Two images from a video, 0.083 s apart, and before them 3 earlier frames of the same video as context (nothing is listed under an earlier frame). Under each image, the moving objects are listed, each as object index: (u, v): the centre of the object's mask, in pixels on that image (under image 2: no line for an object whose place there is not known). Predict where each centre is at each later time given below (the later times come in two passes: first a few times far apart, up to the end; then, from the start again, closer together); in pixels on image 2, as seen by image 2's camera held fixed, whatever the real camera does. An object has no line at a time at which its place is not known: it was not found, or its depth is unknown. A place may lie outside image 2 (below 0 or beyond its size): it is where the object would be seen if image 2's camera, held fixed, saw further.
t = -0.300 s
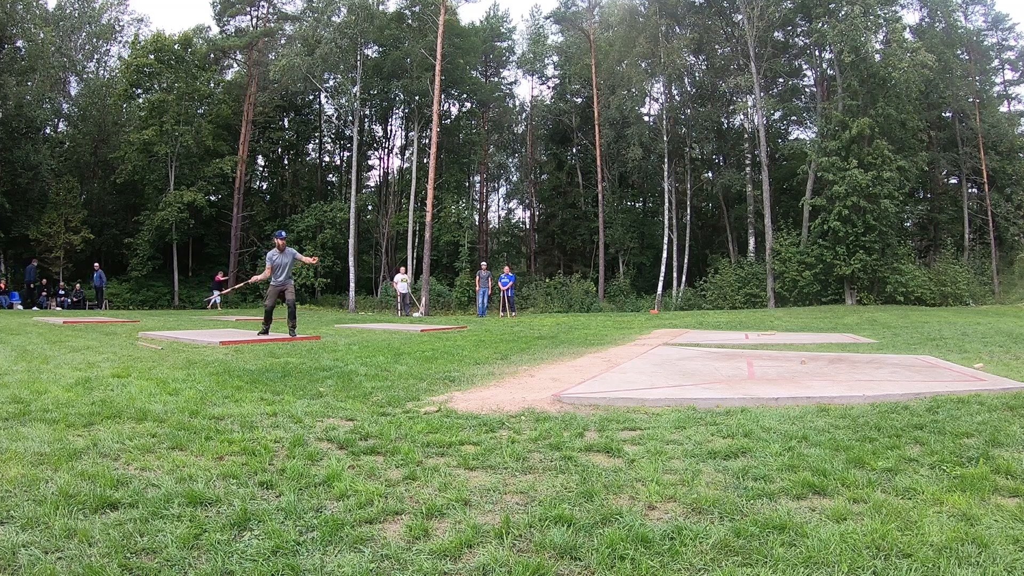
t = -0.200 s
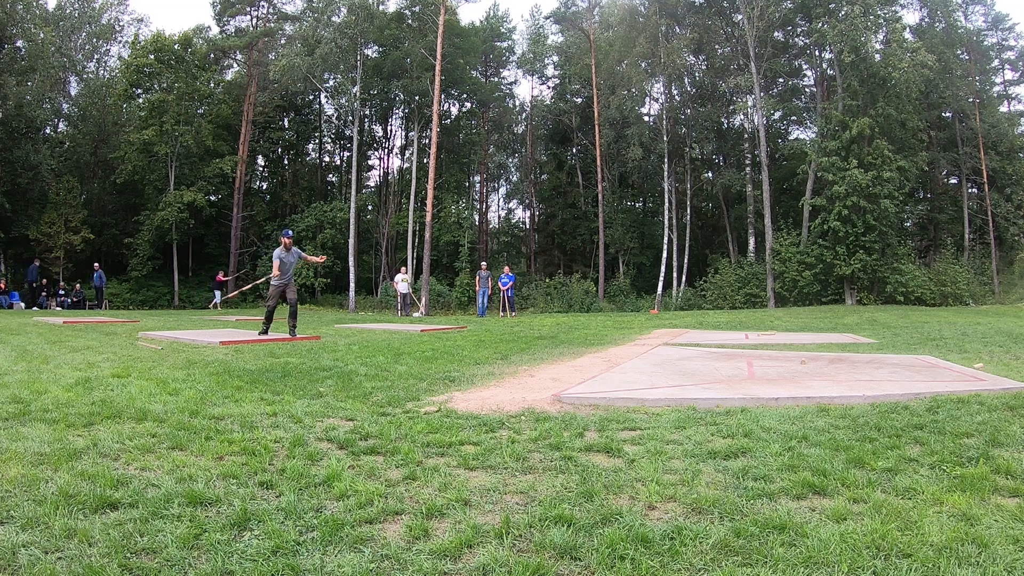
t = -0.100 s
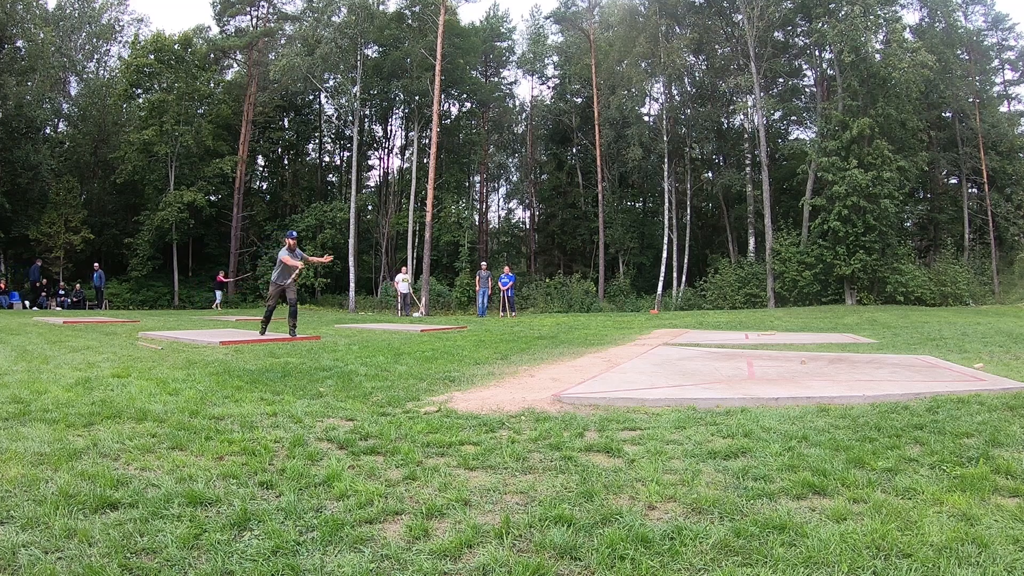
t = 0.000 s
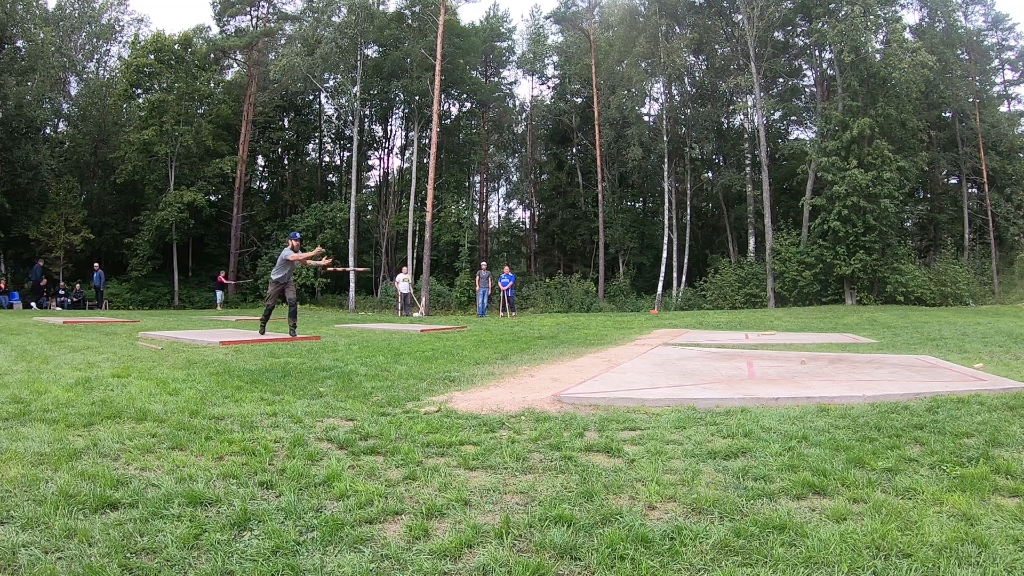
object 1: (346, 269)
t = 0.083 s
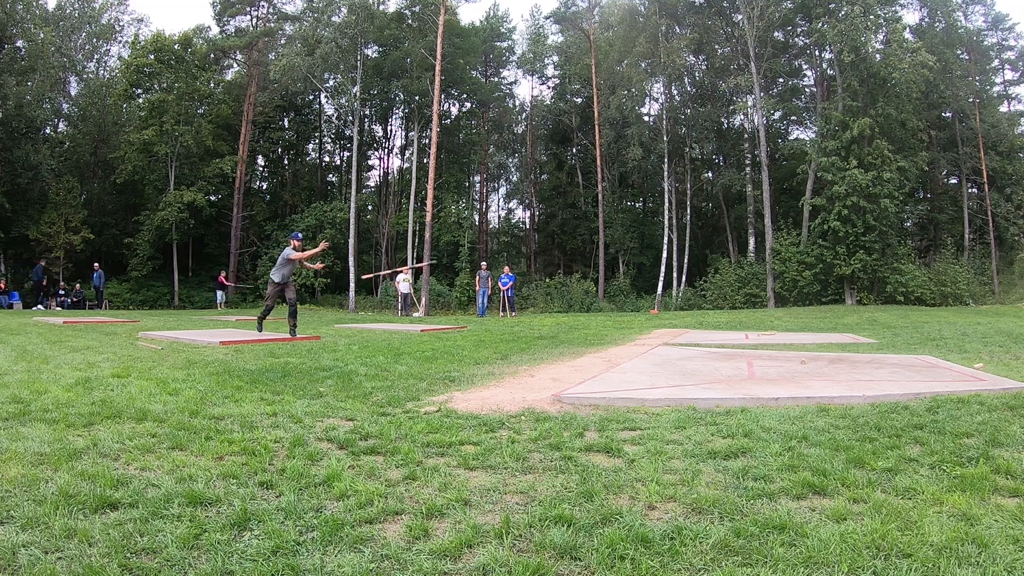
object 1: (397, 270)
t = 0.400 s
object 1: (639, 324)
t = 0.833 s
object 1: (910, 355)
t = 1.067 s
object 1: (989, 351)
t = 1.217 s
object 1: (1005, 349)
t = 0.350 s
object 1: (602, 311)
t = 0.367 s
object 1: (616, 316)
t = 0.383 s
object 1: (630, 321)
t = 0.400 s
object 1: (639, 324)
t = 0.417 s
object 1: (655, 331)
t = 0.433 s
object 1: (669, 336)
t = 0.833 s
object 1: (910, 355)
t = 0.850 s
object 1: (918, 354)
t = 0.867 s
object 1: (925, 354)
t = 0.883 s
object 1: (932, 354)
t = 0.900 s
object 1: (940, 354)
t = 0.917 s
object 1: (946, 355)
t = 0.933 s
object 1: (953, 355)
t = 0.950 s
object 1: (957, 355)
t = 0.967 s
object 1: (965, 355)
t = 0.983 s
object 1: (967, 354)
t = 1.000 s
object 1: (971, 353)
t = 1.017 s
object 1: (975, 352)
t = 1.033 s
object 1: (979, 352)
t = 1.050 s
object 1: (984, 351)
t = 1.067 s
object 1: (989, 351)
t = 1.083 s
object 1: (991, 351)
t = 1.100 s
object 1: (992, 350)
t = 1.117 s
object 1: (994, 351)
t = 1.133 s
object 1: (998, 351)
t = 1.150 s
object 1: (999, 351)
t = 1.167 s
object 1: (1001, 351)
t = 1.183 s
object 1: (1002, 350)
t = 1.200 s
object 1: (1003, 350)
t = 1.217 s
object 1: (1005, 349)
